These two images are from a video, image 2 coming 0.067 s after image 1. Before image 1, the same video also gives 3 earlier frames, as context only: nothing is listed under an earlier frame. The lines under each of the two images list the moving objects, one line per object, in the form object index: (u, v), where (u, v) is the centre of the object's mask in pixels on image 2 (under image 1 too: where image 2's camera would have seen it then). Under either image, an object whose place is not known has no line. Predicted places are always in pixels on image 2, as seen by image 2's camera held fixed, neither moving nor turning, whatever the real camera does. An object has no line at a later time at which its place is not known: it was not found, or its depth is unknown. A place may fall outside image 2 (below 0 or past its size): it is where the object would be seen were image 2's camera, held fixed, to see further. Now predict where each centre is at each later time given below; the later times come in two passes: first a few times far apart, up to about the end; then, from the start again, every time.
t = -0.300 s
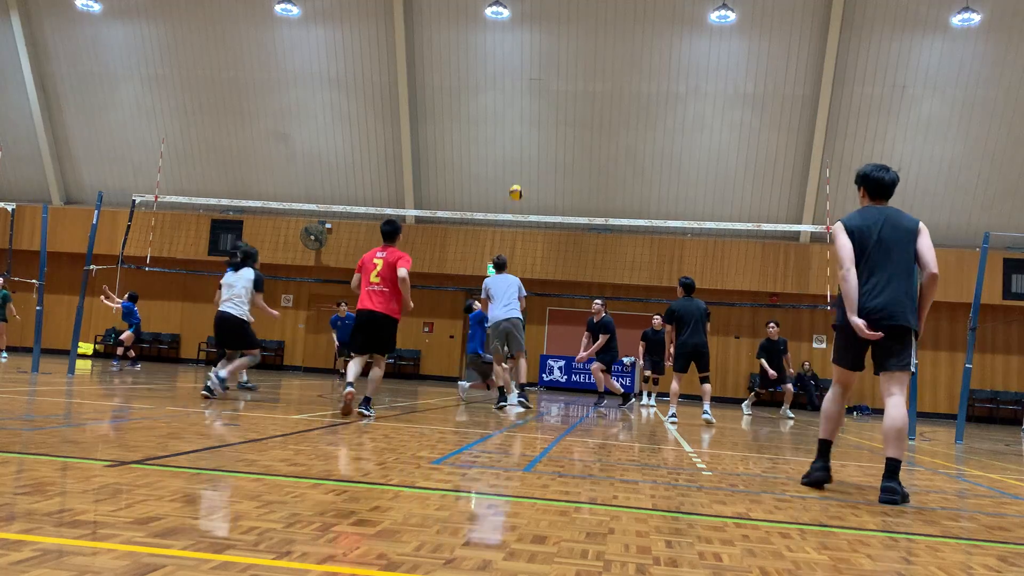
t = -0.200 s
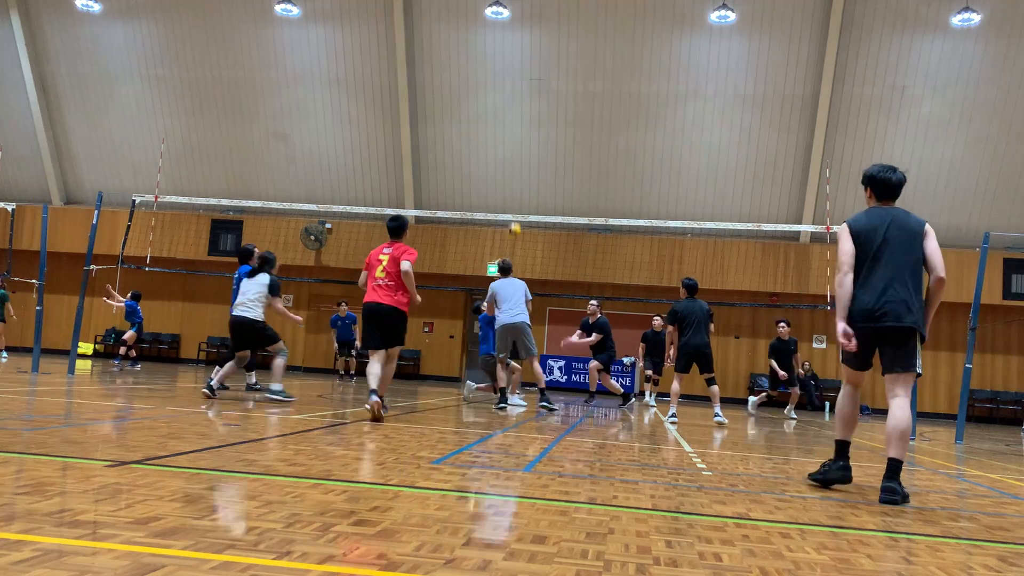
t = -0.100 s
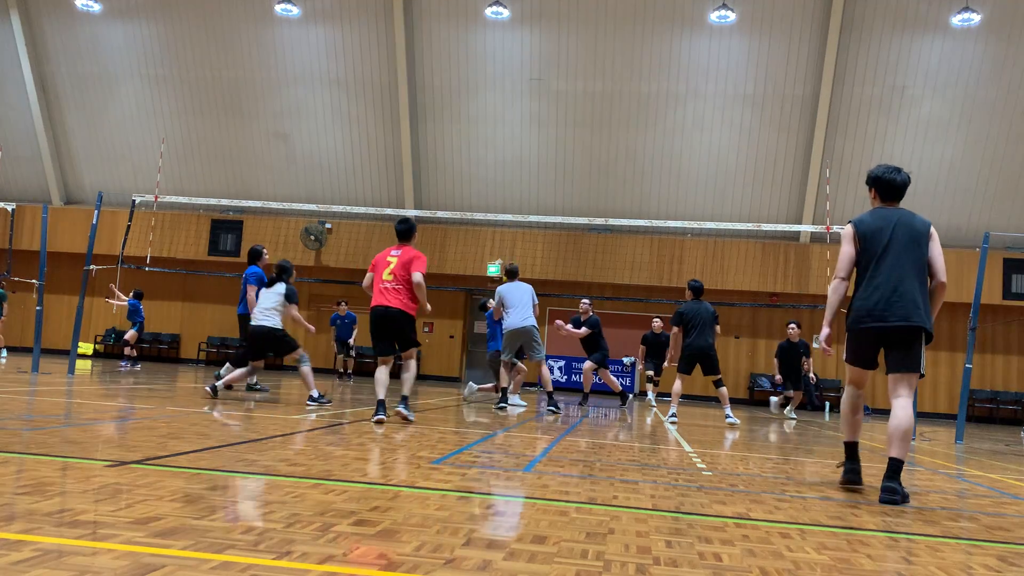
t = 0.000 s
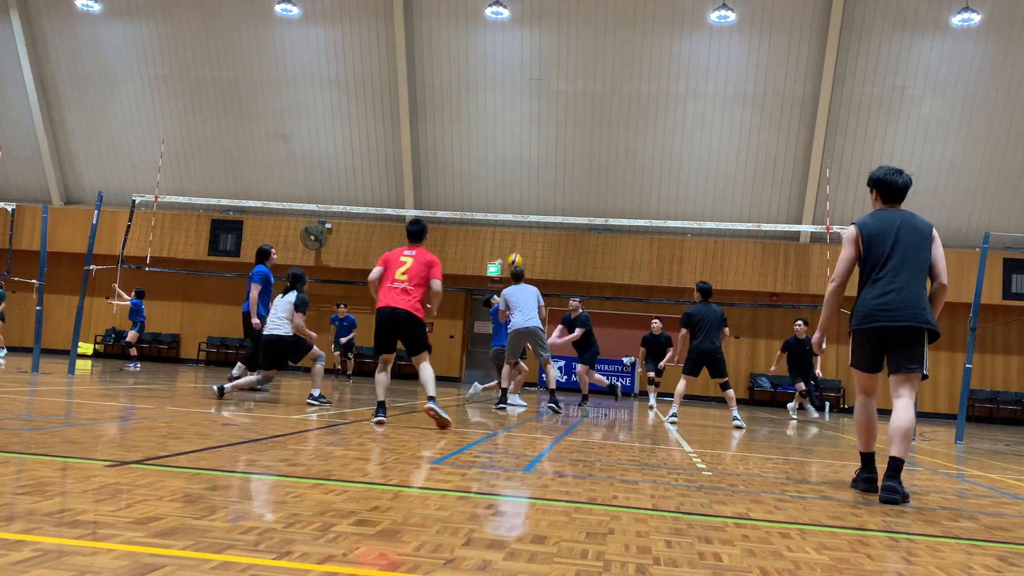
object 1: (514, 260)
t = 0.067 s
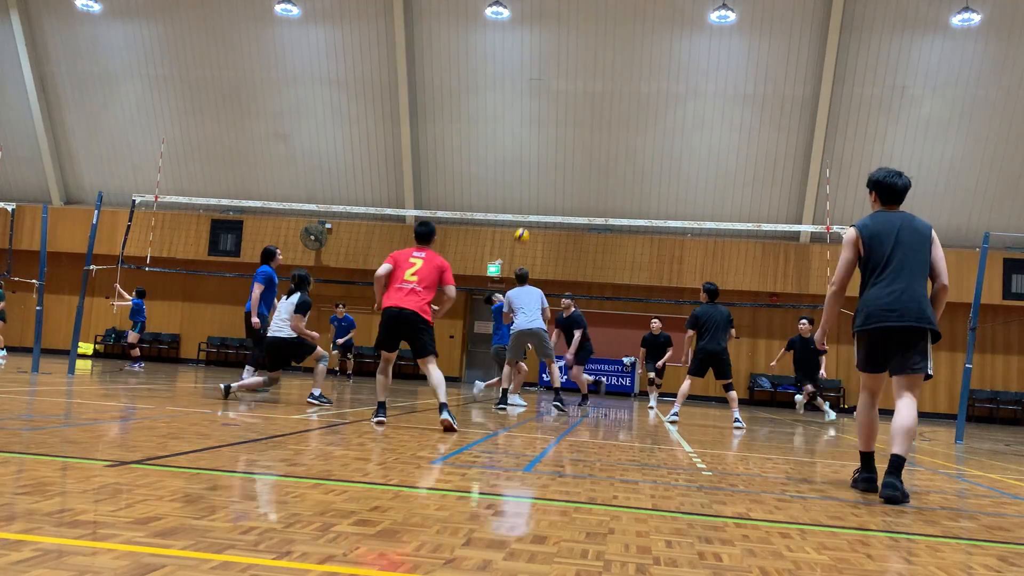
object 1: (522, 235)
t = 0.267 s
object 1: (541, 179)
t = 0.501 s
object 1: (560, 147)
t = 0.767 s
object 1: (579, 157)
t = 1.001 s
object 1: (592, 203)
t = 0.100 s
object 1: (525, 225)
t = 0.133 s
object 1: (528, 210)
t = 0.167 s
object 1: (532, 204)
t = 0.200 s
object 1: (535, 194)
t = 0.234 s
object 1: (538, 187)
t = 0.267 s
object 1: (541, 179)
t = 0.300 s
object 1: (544, 172)
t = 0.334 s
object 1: (547, 166)
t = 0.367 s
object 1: (550, 161)
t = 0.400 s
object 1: (553, 156)
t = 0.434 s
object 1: (555, 153)
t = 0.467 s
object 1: (558, 150)
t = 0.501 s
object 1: (560, 147)
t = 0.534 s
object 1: (563, 146)
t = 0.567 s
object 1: (566, 145)
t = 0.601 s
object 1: (567, 145)
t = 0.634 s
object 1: (570, 146)
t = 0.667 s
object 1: (572, 147)
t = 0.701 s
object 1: (574, 150)
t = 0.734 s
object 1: (577, 153)
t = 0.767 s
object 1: (579, 157)
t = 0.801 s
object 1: (581, 161)
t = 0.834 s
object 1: (583, 166)
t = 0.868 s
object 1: (585, 172)
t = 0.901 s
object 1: (586, 179)
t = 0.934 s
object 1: (588, 186)
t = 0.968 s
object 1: (590, 194)
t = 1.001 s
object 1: (592, 203)
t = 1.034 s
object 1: (594, 211)
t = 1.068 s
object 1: (594, 223)
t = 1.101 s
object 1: (597, 234)
